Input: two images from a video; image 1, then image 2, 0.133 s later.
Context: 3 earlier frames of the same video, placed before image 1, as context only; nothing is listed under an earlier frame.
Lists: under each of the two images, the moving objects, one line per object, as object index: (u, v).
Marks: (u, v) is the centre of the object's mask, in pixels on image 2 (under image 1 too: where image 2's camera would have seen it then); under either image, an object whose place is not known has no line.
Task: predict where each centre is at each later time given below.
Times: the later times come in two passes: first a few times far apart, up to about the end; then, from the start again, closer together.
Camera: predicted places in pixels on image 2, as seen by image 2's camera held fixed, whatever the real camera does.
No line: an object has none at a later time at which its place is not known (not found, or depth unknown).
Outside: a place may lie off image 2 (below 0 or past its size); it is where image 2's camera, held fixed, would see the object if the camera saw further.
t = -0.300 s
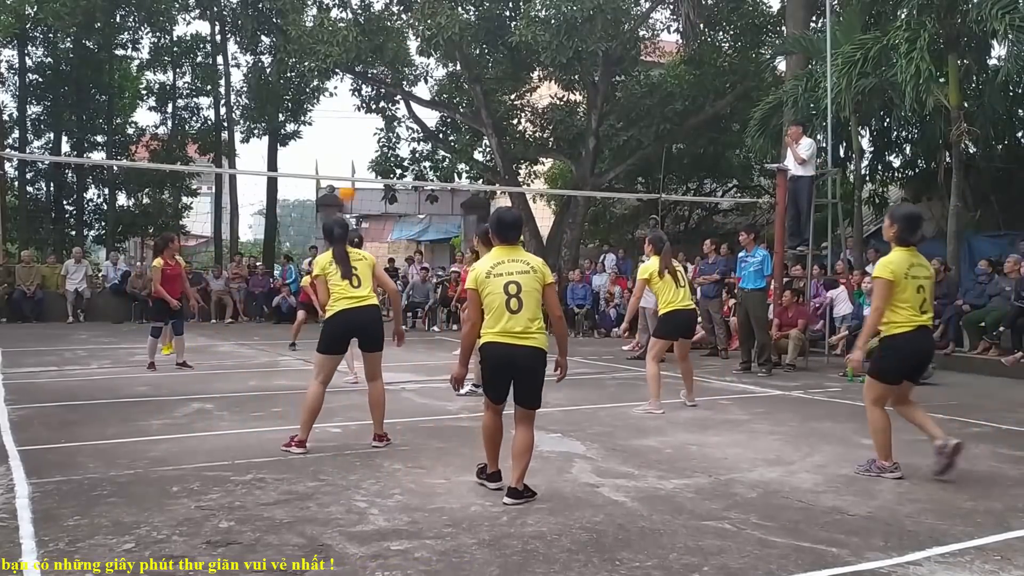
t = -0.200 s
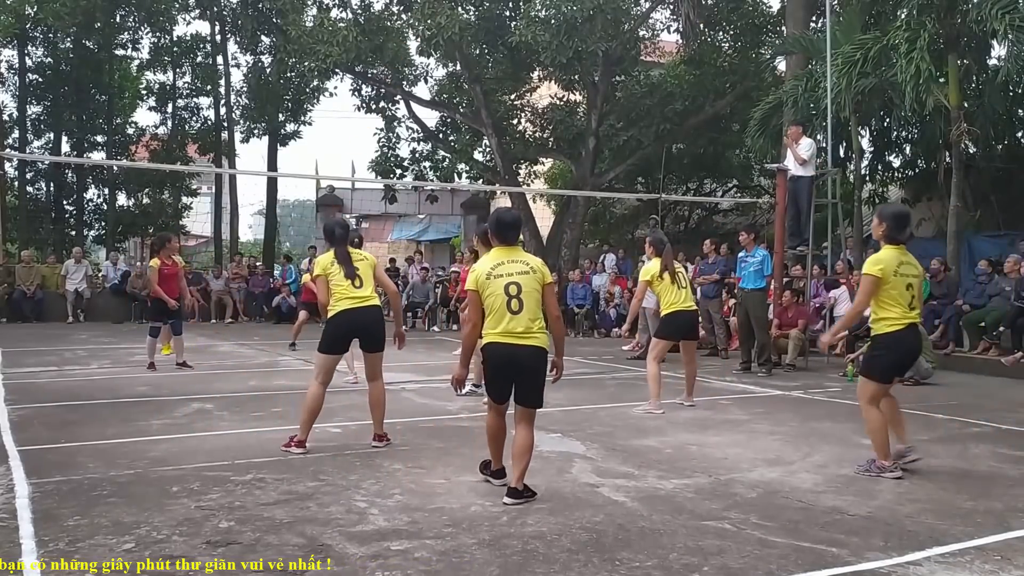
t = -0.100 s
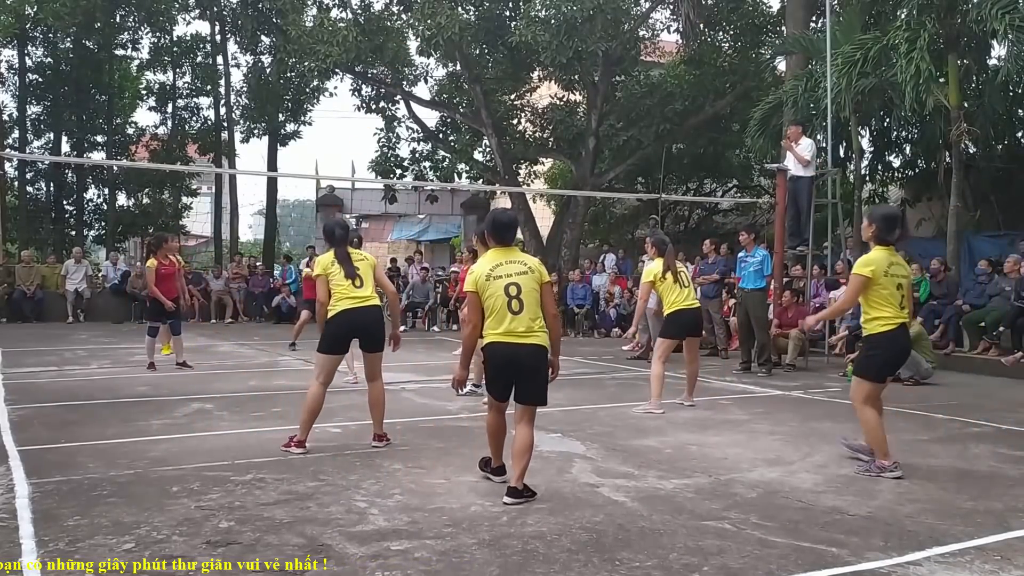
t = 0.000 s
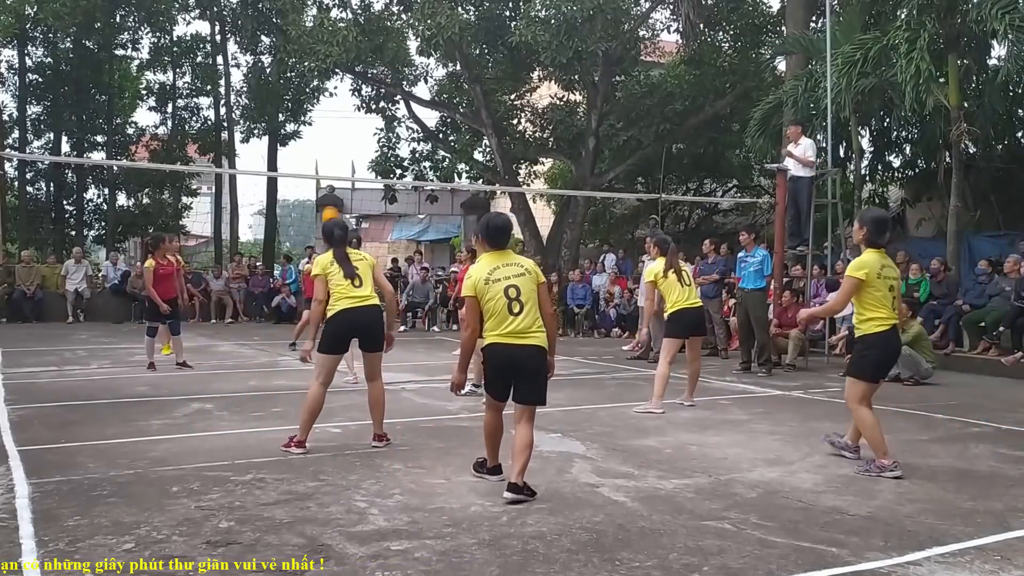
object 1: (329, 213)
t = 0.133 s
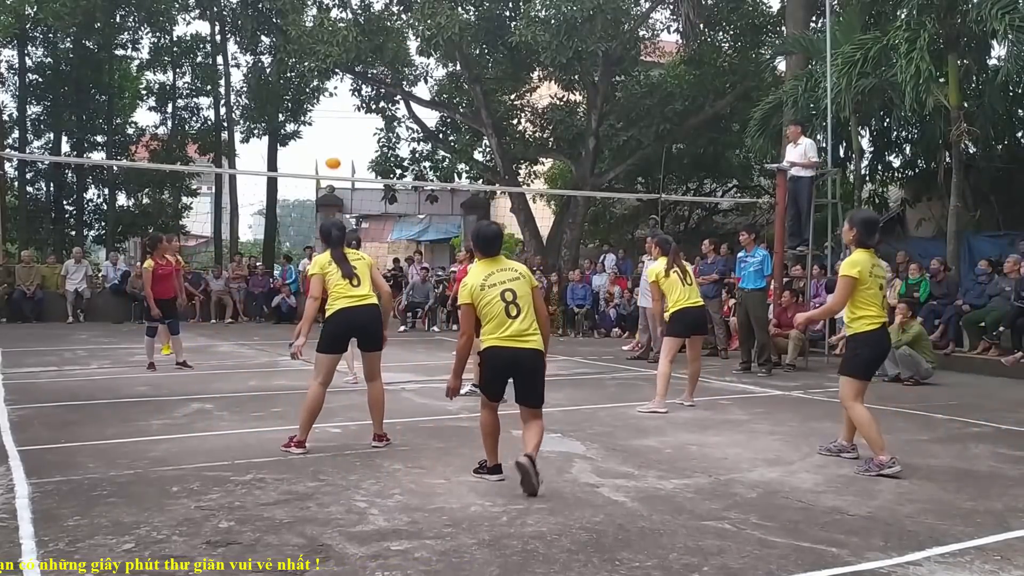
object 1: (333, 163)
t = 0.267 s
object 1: (336, 122)
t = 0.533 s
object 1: (345, 75)
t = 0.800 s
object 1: (354, 81)
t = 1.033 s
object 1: (362, 133)
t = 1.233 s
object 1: (368, 213)
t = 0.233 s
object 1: (336, 131)
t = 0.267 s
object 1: (336, 122)
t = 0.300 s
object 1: (338, 113)
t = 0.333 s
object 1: (339, 105)
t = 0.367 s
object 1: (340, 99)
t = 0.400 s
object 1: (341, 92)
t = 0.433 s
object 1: (342, 87)
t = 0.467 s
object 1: (343, 82)
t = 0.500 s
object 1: (344, 78)
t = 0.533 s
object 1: (345, 75)
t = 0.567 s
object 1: (346, 73)
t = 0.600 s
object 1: (347, 72)
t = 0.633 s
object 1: (348, 71)
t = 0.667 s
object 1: (349, 71)
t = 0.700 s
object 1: (350, 72)
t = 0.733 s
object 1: (351, 74)
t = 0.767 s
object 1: (352, 77)
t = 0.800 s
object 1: (354, 81)
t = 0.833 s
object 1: (355, 85)
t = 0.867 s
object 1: (356, 91)
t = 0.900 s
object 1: (357, 97)
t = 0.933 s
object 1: (359, 105)
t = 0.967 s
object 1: (359, 113)
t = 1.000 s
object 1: (361, 123)
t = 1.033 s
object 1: (362, 133)
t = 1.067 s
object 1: (363, 144)
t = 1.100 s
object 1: (364, 157)
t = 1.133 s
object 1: (366, 169)
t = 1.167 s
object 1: (367, 187)
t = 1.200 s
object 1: (368, 198)
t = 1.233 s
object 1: (368, 213)
